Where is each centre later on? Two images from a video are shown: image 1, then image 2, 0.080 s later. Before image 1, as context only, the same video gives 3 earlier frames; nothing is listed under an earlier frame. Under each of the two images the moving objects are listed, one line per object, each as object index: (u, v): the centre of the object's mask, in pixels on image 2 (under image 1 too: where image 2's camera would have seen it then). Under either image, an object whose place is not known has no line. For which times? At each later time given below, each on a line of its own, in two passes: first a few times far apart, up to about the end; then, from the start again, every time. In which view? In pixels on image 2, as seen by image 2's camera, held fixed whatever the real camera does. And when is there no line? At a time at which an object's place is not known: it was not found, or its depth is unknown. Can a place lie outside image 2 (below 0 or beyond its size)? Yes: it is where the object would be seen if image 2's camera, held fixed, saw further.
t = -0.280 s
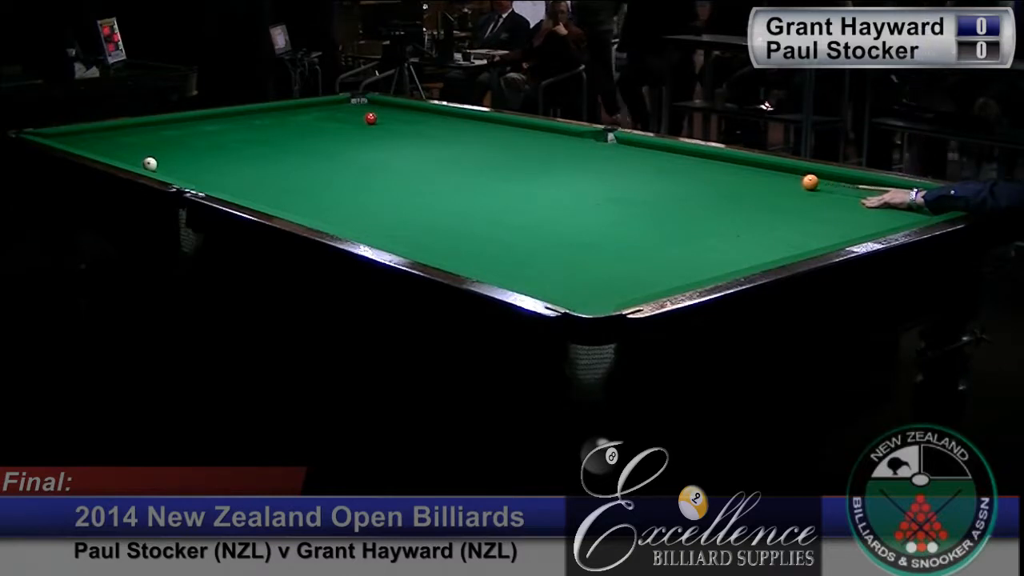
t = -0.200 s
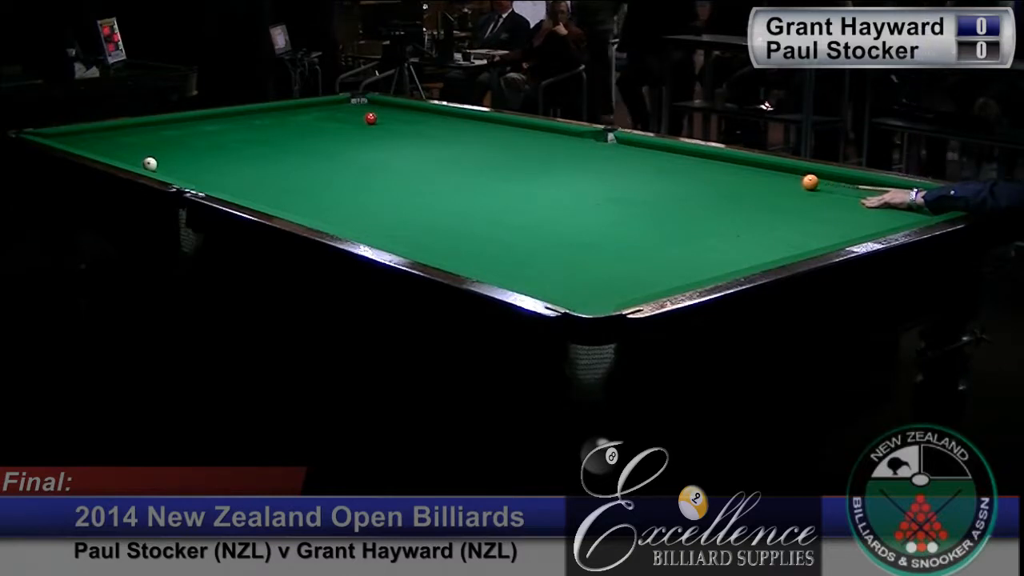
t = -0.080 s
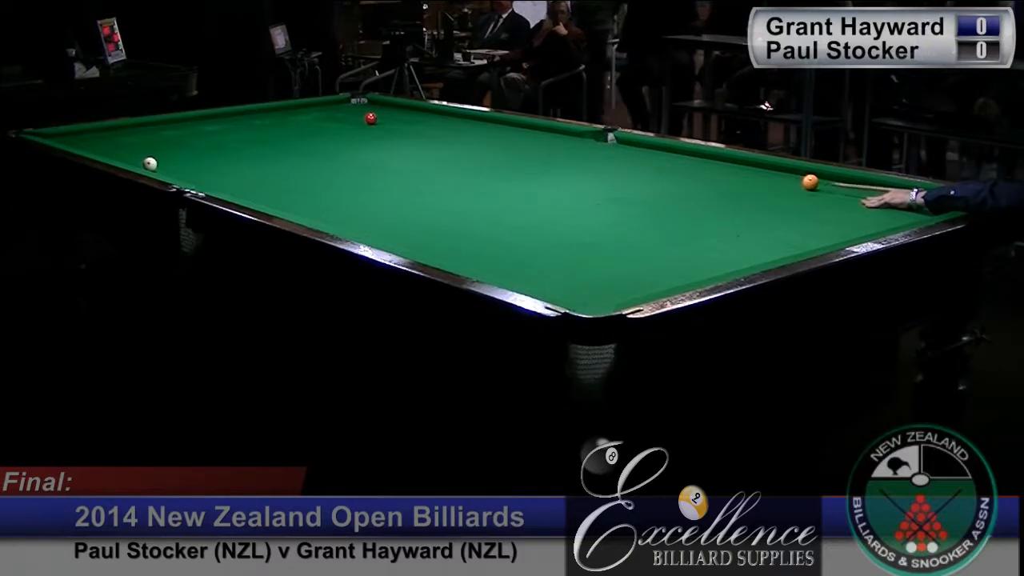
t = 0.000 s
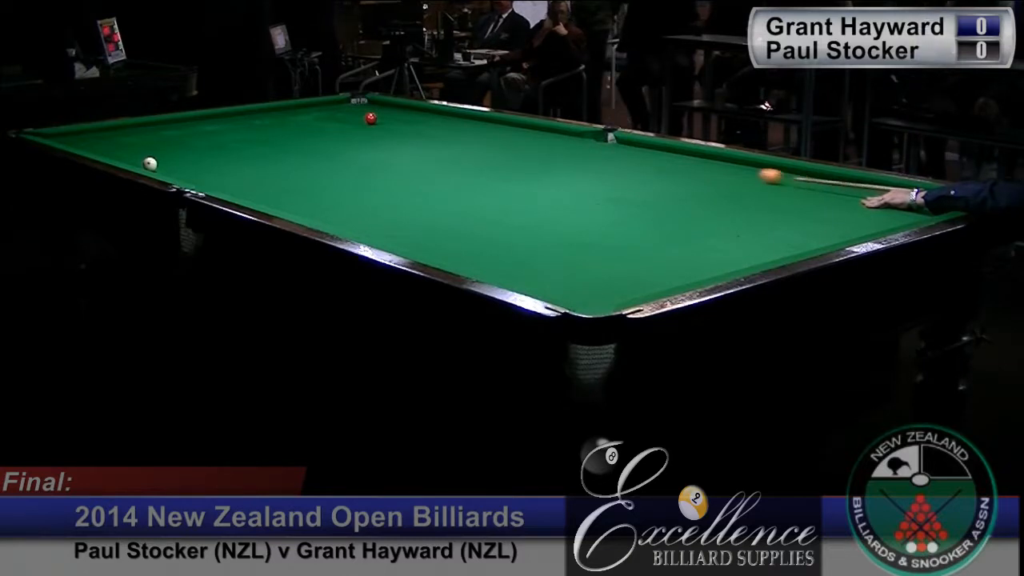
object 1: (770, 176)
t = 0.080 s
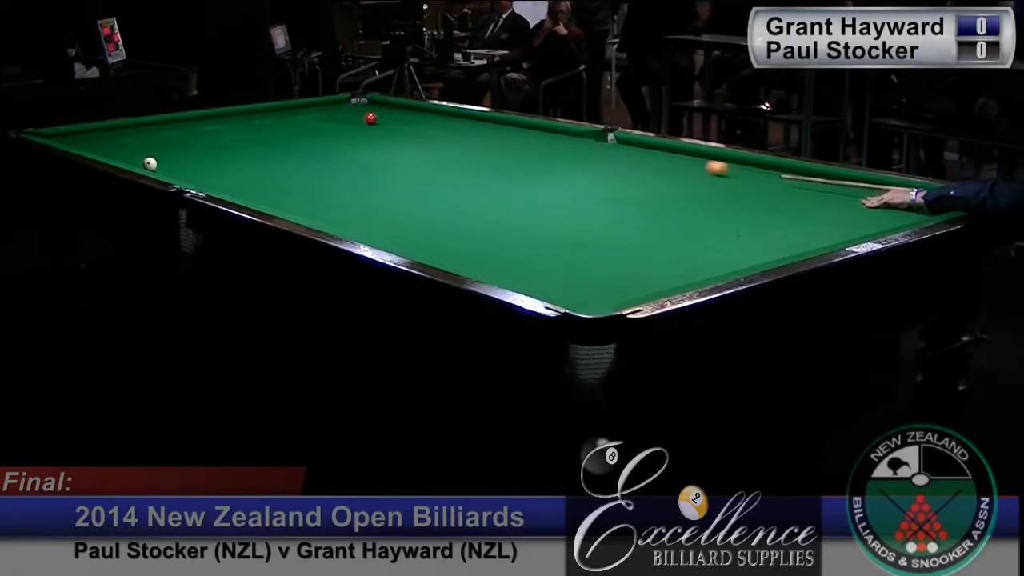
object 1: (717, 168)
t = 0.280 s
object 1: (606, 152)
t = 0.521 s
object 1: (499, 137)
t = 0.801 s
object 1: (395, 123)
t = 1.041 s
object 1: (315, 120)
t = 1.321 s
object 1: (229, 119)
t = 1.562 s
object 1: (181, 120)
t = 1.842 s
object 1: (165, 129)
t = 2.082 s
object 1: (150, 136)
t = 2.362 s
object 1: (133, 145)
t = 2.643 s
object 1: (114, 154)
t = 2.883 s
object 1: (125, 158)
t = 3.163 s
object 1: (161, 160)
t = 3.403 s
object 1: (189, 162)
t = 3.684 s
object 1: (224, 163)
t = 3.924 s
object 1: (251, 163)
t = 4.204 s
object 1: (282, 164)
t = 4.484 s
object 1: (312, 165)
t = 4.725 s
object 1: (336, 166)
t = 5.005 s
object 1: (364, 167)
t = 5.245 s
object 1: (386, 168)
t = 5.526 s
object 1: (410, 169)
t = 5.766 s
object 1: (429, 170)
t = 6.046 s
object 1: (450, 170)
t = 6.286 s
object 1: (466, 171)
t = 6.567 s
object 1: (483, 172)
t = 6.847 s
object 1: (498, 172)
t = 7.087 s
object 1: (509, 173)
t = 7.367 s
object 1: (521, 173)
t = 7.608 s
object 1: (529, 173)
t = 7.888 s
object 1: (536, 174)
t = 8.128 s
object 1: (541, 174)
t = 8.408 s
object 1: (545, 174)
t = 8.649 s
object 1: (546, 174)
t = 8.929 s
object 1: (546, 174)
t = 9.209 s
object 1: (546, 174)
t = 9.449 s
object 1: (546, 174)
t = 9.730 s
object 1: (546, 174)
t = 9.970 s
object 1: (546, 174)
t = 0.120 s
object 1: (692, 165)
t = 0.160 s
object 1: (668, 161)
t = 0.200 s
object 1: (647, 158)
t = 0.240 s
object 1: (626, 155)
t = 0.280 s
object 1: (606, 152)
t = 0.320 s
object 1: (587, 149)
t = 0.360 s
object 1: (569, 147)
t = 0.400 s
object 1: (551, 144)
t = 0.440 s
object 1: (533, 142)
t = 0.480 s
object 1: (516, 140)
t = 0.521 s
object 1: (499, 137)
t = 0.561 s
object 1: (483, 136)
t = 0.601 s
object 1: (467, 133)
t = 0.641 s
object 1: (452, 131)
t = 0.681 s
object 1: (437, 129)
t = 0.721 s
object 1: (422, 127)
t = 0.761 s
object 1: (408, 125)
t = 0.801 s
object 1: (395, 123)
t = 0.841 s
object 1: (382, 121)
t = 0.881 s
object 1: (369, 120)
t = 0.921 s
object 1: (354, 120)
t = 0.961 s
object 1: (341, 120)
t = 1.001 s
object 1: (328, 120)
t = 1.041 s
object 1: (315, 120)
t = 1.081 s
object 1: (303, 120)
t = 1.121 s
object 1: (290, 120)
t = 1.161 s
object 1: (277, 120)
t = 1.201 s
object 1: (265, 119)
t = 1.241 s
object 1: (253, 119)
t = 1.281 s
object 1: (241, 119)
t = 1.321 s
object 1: (229, 119)
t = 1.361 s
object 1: (217, 118)
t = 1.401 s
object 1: (206, 118)
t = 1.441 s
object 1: (194, 118)
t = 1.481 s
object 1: (184, 118)
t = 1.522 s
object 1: (182, 119)
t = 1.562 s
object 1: (181, 120)
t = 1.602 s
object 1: (179, 121)
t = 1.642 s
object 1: (177, 123)
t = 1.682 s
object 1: (174, 124)
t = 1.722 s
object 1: (172, 125)
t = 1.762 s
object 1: (170, 126)
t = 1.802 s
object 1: (167, 128)
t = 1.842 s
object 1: (165, 129)
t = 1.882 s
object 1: (163, 130)
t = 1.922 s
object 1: (160, 131)
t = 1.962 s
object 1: (158, 132)
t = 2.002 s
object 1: (156, 134)
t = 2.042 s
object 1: (153, 135)
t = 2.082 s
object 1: (150, 136)
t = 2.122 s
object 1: (148, 137)
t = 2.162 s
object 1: (146, 139)
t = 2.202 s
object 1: (143, 140)
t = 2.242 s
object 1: (140, 141)
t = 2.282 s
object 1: (138, 143)
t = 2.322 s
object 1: (135, 144)
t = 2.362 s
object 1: (133, 145)
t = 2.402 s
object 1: (130, 147)
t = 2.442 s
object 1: (127, 148)
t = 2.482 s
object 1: (125, 149)
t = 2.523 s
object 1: (122, 151)
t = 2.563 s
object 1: (119, 152)
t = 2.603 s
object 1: (117, 153)
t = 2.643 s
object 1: (114, 154)
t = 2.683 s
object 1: (112, 155)
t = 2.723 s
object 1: (110, 155)
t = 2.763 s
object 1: (110, 156)
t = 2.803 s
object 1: (116, 157)
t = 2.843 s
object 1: (120, 157)
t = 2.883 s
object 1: (125, 158)
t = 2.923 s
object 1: (131, 159)
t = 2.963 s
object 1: (135, 159)
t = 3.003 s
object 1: (139, 159)
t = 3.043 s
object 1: (143, 158)
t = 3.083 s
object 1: (150, 157)
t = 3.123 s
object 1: (158, 159)
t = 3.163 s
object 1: (161, 160)
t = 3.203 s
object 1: (165, 161)
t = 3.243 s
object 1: (170, 161)
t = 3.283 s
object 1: (175, 161)
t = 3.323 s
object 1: (180, 161)
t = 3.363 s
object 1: (185, 161)
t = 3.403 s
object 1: (189, 162)
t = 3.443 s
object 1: (195, 162)
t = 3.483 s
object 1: (199, 162)
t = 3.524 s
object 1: (204, 162)
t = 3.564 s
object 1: (209, 162)
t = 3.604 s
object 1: (214, 162)
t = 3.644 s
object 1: (218, 162)
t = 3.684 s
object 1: (224, 163)
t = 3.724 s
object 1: (228, 163)
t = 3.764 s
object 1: (232, 163)
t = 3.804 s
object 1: (237, 163)
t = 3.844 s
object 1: (242, 163)
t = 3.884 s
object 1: (247, 163)
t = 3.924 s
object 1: (251, 163)
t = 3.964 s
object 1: (255, 164)
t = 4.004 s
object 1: (260, 164)
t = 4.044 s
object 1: (264, 164)
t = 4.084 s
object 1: (269, 164)
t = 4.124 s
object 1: (273, 164)
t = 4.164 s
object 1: (278, 164)
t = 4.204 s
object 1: (282, 164)
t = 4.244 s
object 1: (287, 165)
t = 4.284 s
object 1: (291, 165)
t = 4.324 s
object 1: (295, 165)
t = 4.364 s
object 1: (300, 165)
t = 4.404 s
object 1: (304, 165)
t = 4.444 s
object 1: (308, 165)
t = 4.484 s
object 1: (312, 165)
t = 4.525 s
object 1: (316, 166)
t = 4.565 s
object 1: (321, 166)
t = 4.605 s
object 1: (324, 166)
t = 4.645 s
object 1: (329, 166)
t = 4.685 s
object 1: (332, 166)
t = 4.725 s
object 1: (336, 166)
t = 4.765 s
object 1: (341, 166)
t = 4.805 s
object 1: (344, 166)
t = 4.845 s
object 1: (348, 167)
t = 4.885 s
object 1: (352, 167)
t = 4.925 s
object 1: (356, 167)
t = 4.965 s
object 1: (360, 167)
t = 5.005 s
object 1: (364, 167)
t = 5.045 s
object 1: (368, 167)
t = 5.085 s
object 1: (371, 167)
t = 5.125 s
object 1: (375, 168)
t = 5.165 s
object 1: (379, 168)
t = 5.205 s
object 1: (382, 168)
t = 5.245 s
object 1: (386, 168)
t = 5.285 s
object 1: (389, 168)
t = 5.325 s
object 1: (393, 169)
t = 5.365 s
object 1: (396, 169)
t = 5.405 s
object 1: (400, 169)
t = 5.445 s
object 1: (403, 169)
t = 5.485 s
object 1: (406, 169)
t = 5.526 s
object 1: (410, 169)
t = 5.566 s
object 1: (413, 169)
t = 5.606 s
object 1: (417, 169)
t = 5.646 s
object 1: (420, 169)
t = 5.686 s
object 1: (423, 169)
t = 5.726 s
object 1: (426, 169)
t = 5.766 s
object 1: (429, 170)
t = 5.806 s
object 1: (432, 170)
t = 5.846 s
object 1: (435, 170)
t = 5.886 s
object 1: (438, 170)
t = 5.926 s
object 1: (441, 170)
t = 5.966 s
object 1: (444, 170)
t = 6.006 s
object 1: (447, 170)
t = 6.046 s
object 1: (450, 170)
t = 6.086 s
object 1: (452, 170)
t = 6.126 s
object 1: (455, 170)
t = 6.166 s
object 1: (458, 170)
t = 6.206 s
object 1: (460, 171)
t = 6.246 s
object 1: (463, 171)
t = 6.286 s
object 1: (466, 171)
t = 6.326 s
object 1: (468, 171)
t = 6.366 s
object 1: (471, 171)
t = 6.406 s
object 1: (474, 171)
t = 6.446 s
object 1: (476, 171)
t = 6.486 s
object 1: (478, 171)
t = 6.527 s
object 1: (481, 171)
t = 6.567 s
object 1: (483, 172)
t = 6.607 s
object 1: (485, 172)
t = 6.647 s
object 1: (488, 172)
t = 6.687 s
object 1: (490, 172)
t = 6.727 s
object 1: (492, 172)
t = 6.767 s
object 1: (494, 172)
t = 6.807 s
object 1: (496, 172)
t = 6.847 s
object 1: (498, 172)
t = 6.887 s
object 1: (500, 172)
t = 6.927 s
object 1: (502, 172)
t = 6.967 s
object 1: (504, 172)
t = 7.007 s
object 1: (506, 173)
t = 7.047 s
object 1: (508, 172)
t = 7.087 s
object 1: (509, 173)
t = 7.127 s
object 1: (511, 173)
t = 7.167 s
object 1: (513, 173)
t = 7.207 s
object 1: (515, 173)
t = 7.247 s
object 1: (516, 173)
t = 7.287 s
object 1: (518, 173)
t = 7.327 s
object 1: (520, 173)
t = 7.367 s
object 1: (521, 173)
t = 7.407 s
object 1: (522, 173)
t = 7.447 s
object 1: (524, 173)
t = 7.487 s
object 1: (525, 173)
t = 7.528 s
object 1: (526, 173)
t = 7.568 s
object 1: (528, 173)
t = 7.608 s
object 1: (529, 173)
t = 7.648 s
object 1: (530, 173)
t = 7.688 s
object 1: (531, 174)
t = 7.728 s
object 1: (532, 174)
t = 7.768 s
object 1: (534, 174)
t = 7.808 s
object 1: (535, 174)
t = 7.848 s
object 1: (536, 174)
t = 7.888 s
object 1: (536, 174)
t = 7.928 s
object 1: (537, 174)
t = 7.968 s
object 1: (538, 174)
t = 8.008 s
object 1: (539, 174)
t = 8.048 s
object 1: (540, 174)
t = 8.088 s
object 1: (541, 174)
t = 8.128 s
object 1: (541, 174)
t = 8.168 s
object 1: (542, 174)
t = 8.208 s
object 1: (542, 174)
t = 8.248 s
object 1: (543, 174)
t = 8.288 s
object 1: (544, 174)
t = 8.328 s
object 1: (544, 174)
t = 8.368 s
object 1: (545, 174)
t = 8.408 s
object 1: (545, 174)
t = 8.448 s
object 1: (545, 174)
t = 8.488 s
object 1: (545, 174)
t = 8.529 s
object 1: (546, 174)
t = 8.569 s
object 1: (546, 174)
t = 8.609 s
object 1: (546, 174)
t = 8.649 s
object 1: (546, 174)
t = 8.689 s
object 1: (546, 174)
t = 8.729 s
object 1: (546, 174)
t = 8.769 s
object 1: (546, 174)
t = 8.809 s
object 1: (546, 174)
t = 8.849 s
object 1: (546, 174)
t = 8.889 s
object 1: (546, 174)
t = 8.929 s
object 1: (546, 174)
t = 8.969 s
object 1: (546, 174)
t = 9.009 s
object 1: (546, 174)
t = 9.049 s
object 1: (546, 174)
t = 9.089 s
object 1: (546, 174)
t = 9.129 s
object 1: (546, 174)
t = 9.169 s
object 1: (546, 174)
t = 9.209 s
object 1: (546, 174)
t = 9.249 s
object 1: (546, 174)
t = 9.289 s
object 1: (546, 174)
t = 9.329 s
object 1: (546, 174)
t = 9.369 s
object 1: (546, 174)
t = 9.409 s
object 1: (546, 174)
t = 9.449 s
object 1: (546, 174)
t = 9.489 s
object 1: (546, 174)
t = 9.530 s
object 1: (546, 174)
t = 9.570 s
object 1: (546, 174)
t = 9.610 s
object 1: (546, 174)
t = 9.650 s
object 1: (546, 174)
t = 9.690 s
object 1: (546, 174)
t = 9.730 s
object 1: (546, 174)
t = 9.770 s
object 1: (546, 174)
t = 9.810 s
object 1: (546, 174)
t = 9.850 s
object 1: (546, 174)
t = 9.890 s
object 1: (546, 174)
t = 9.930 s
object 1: (546, 174)
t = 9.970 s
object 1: (546, 174)
